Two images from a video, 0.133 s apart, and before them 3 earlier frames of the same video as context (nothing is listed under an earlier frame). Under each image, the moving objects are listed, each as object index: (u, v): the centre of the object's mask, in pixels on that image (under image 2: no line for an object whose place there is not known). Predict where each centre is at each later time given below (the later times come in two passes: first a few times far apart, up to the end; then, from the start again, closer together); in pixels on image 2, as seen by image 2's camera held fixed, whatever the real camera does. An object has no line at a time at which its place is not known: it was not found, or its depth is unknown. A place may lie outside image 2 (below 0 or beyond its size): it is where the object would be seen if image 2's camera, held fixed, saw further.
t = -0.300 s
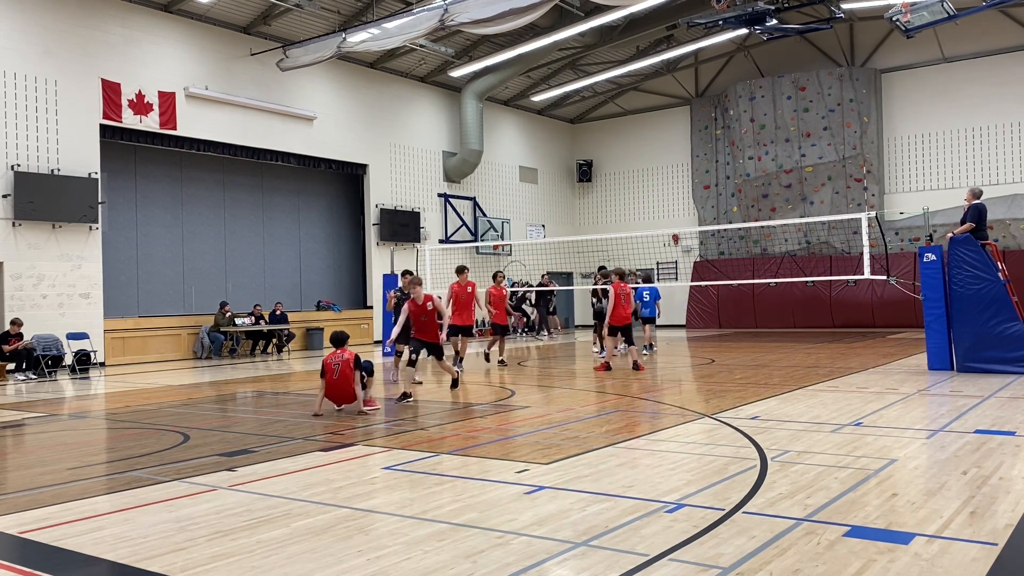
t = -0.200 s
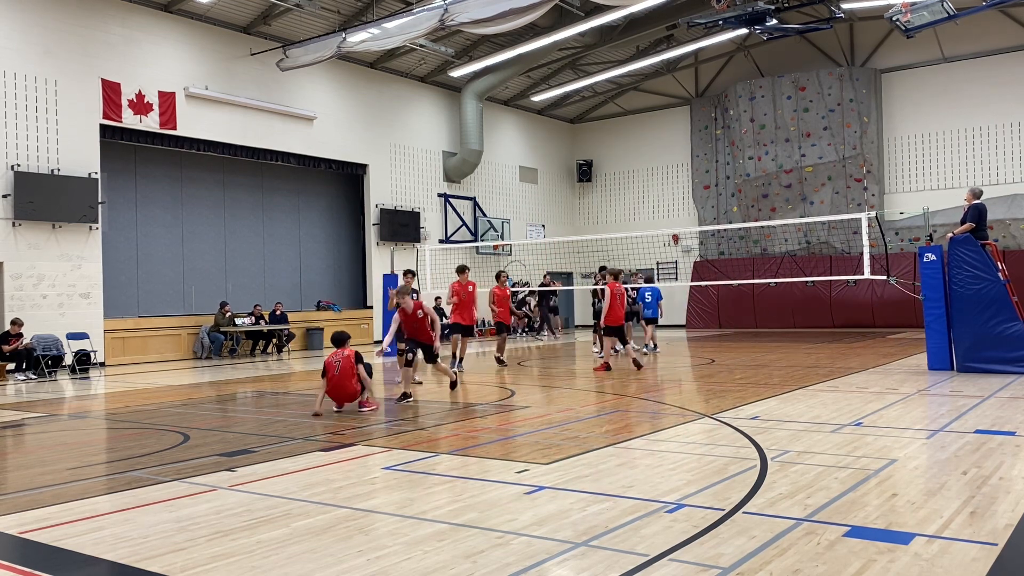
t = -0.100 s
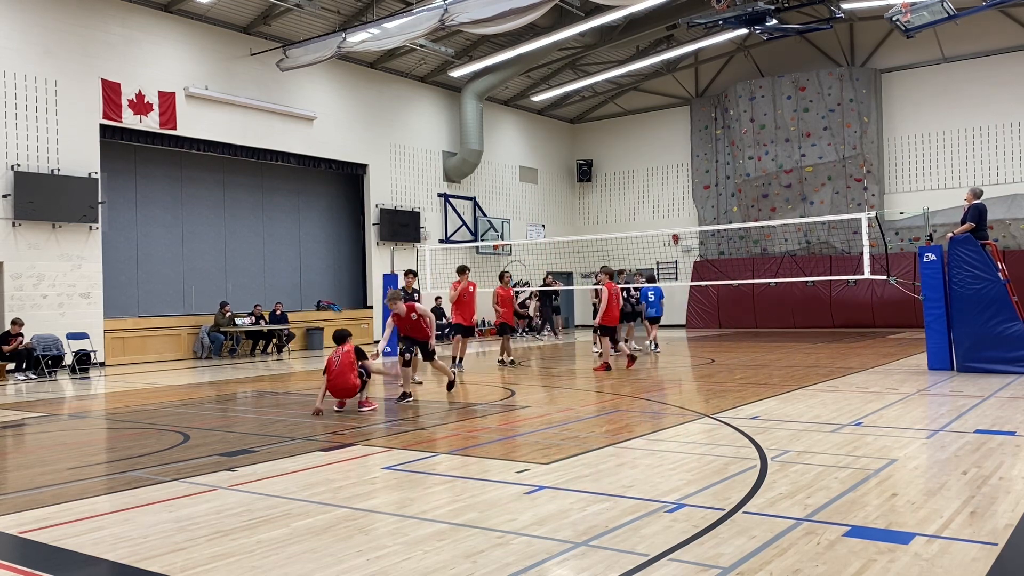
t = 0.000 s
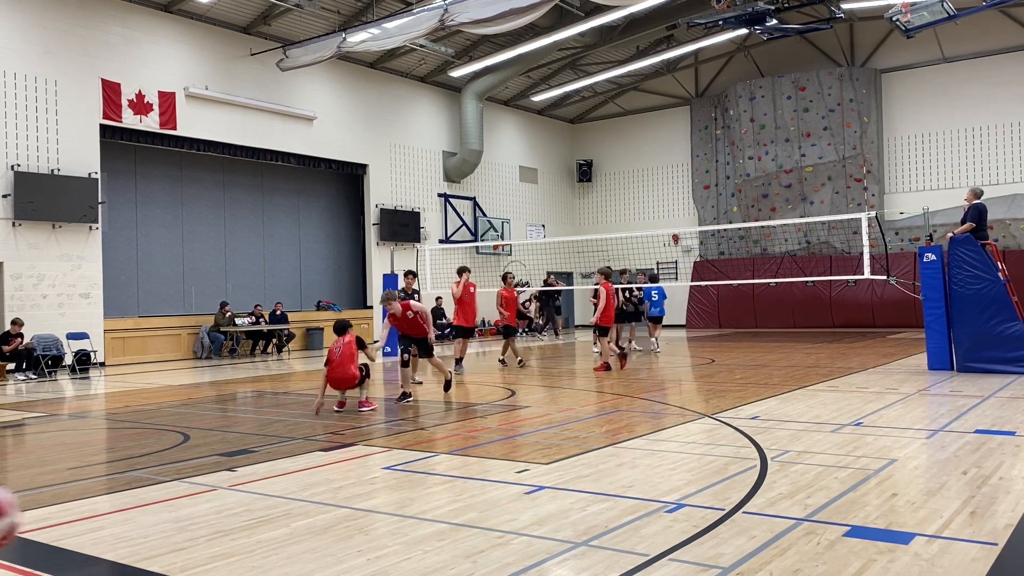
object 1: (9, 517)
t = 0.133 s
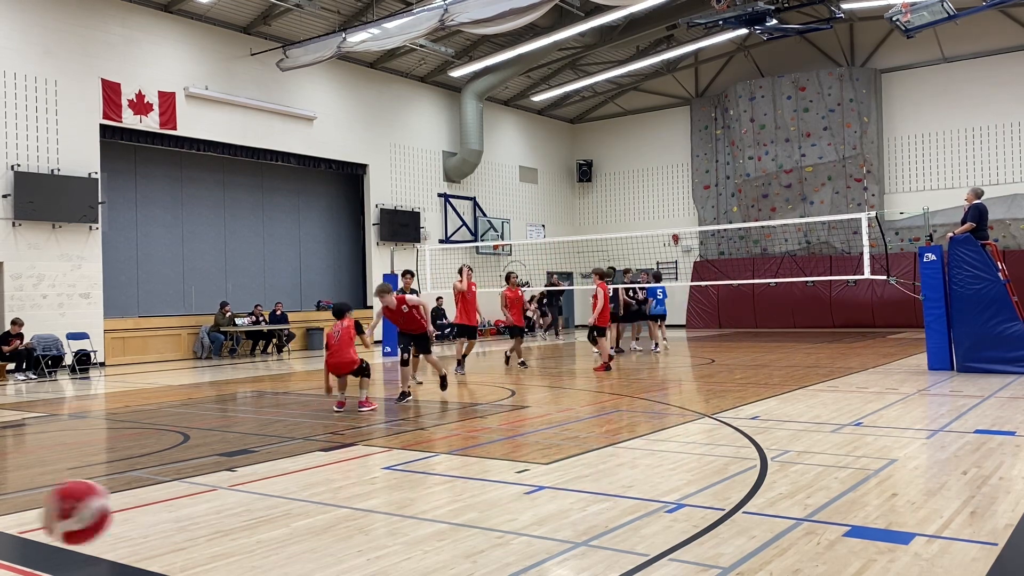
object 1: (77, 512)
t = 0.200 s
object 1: (119, 527)
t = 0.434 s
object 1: (251, 559)
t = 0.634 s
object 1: (341, 492)
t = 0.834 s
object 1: (418, 514)
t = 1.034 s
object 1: (481, 496)
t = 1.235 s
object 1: (533, 481)
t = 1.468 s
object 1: (583, 475)
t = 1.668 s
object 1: (619, 473)
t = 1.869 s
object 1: (649, 457)
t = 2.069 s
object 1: (675, 467)
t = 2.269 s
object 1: (698, 451)
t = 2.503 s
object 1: (721, 447)
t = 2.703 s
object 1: (739, 442)
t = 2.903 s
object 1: (754, 437)
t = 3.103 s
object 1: (768, 433)
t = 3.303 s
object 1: (781, 427)
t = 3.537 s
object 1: (795, 422)
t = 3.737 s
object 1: (805, 417)
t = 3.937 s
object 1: (813, 413)
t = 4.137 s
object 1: (821, 409)
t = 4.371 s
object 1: (829, 405)
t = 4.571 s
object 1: (835, 401)
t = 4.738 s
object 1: (839, 399)
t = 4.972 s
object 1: (844, 396)
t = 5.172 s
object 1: (848, 393)
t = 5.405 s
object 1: (852, 390)
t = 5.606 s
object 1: (855, 387)
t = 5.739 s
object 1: (857, 387)
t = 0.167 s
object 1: (99, 518)
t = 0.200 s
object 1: (119, 527)
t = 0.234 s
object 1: (140, 539)
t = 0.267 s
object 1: (159, 551)
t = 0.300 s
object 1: (179, 559)
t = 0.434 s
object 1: (251, 559)
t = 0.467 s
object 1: (266, 547)
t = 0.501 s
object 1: (282, 530)
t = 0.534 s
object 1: (296, 517)
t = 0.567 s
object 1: (311, 505)
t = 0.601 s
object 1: (327, 496)
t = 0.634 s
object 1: (341, 492)
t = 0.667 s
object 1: (356, 490)
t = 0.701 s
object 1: (369, 490)
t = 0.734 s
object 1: (380, 492)
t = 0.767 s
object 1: (394, 497)
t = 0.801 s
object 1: (405, 504)
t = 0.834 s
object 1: (418, 514)
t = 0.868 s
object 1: (430, 527)
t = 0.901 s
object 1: (442, 539)
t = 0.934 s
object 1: (453, 534)
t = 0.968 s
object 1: (463, 518)
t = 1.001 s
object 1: (472, 506)
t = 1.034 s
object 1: (481, 496)
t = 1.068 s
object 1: (490, 488)
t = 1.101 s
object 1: (499, 482)
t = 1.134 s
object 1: (507, 479)
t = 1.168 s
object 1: (516, 478)
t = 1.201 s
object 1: (524, 478)
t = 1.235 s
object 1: (533, 481)
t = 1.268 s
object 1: (541, 486)
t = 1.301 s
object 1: (549, 493)
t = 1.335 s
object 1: (557, 503)
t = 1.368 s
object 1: (565, 506)
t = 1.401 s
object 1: (570, 492)
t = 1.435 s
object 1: (577, 482)
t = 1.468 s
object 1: (583, 475)
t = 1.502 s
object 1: (589, 469)
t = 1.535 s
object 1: (595, 466)
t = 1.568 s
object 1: (601, 465)
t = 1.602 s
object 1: (607, 466)
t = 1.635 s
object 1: (613, 468)
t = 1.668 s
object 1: (619, 473)
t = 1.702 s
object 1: (625, 479)
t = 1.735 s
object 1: (630, 485)
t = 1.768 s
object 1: (635, 475)
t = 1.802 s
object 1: (640, 467)
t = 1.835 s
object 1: (644, 461)
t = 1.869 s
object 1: (649, 457)
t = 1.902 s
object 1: (653, 456)
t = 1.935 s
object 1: (658, 456)
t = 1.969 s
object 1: (662, 457)
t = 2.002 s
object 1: (666, 460)
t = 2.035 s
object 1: (671, 465)
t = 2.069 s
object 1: (675, 467)
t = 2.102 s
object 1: (678, 461)
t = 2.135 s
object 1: (683, 455)
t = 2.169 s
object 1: (687, 452)
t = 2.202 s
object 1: (690, 450)
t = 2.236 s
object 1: (694, 450)
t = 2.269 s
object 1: (698, 451)
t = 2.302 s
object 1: (701, 454)
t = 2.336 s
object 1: (705, 458)
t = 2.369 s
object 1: (708, 452)
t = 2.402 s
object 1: (711, 448)
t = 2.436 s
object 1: (715, 446)
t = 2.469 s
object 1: (718, 445)
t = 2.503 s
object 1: (721, 447)
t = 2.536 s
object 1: (724, 450)
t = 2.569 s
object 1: (727, 447)
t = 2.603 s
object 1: (730, 443)
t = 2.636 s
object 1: (732, 441)
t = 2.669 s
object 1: (736, 441)
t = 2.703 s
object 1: (739, 442)
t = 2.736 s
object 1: (741, 443)
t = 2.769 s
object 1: (744, 440)
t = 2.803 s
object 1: (747, 438)
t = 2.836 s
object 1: (749, 437)
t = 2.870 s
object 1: (752, 439)
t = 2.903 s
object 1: (754, 437)
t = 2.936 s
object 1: (757, 435)
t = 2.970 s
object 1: (759, 435)
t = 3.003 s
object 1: (762, 435)
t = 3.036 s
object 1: (764, 434)
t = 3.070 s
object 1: (767, 432)
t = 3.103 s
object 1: (768, 433)
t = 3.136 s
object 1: (771, 431)
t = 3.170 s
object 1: (773, 431)
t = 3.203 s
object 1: (775, 430)
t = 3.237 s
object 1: (777, 429)
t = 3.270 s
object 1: (779, 428)
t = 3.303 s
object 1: (781, 427)
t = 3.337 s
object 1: (784, 427)
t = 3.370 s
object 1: (785, 425)
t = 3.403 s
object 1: (787, 425)
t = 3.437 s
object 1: (789, 424)
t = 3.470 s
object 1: (791, 423)
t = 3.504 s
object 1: (793, 422)
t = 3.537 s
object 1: (795, 422)
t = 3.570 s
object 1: (796, 421)
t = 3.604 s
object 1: (798, 420)
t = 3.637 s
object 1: (800, 419)
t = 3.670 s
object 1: (801, 418)
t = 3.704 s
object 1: (803, 418)
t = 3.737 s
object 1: (805, 417)
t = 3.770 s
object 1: (806, 416)
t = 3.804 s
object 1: (808, 415)
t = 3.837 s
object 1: (809, 415)
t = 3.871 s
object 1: (811, 414)
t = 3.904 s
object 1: (812, 413)
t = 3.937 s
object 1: (813, 413)
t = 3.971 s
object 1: (815, 413)
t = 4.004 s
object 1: (816, 412)
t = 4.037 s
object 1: (817, 411)
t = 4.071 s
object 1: (819, 410)
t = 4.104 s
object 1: (820, 410)
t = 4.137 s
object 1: (821, 409)
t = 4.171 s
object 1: (822, 408)
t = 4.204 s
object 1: (824, 408)
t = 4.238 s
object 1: (825, 407)
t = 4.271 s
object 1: (826, 406)
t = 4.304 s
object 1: (827, 406)
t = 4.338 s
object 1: (828, 405)
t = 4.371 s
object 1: (829, 405)
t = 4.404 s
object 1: (830, 404)
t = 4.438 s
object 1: (831, 404)
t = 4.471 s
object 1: (832, 403)
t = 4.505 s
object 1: (833, 402)
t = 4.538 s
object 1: (834, 402)
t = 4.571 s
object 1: (835, 401)
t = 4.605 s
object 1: (836, 401)
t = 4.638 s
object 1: (836, 400)
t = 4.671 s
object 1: (838, 400)
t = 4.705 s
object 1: (839, 399)
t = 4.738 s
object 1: (839, 399)
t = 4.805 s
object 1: (840, 398)
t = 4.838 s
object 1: (840, 398)
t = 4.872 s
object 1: (841, 397)
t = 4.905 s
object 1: (842, 397)
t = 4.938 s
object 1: (843, 396)
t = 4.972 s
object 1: (844, 396)
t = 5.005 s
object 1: (844, 395)
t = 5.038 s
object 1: (845, 395)
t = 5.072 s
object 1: (846, 395)
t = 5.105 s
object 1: (847, 394)
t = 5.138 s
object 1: (847, 394)
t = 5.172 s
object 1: (848, 393)
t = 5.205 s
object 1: (848, 393)
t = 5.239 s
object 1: (849, 393)
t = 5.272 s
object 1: (850, 392)
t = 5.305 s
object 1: (850, 391)
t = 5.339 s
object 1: (851, 391)
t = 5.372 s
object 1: (851, 391)
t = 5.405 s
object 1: (852, 390)
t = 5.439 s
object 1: (852, 390)
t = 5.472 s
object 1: (853, 390)
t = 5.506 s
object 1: (854, 389)
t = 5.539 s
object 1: (854, 389)
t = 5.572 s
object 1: (855, 388)
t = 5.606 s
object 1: (855, 387)
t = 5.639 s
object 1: (856, 387)
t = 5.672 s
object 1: (856, 387)
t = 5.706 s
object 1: (857, 387)
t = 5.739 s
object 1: (857, 387)
